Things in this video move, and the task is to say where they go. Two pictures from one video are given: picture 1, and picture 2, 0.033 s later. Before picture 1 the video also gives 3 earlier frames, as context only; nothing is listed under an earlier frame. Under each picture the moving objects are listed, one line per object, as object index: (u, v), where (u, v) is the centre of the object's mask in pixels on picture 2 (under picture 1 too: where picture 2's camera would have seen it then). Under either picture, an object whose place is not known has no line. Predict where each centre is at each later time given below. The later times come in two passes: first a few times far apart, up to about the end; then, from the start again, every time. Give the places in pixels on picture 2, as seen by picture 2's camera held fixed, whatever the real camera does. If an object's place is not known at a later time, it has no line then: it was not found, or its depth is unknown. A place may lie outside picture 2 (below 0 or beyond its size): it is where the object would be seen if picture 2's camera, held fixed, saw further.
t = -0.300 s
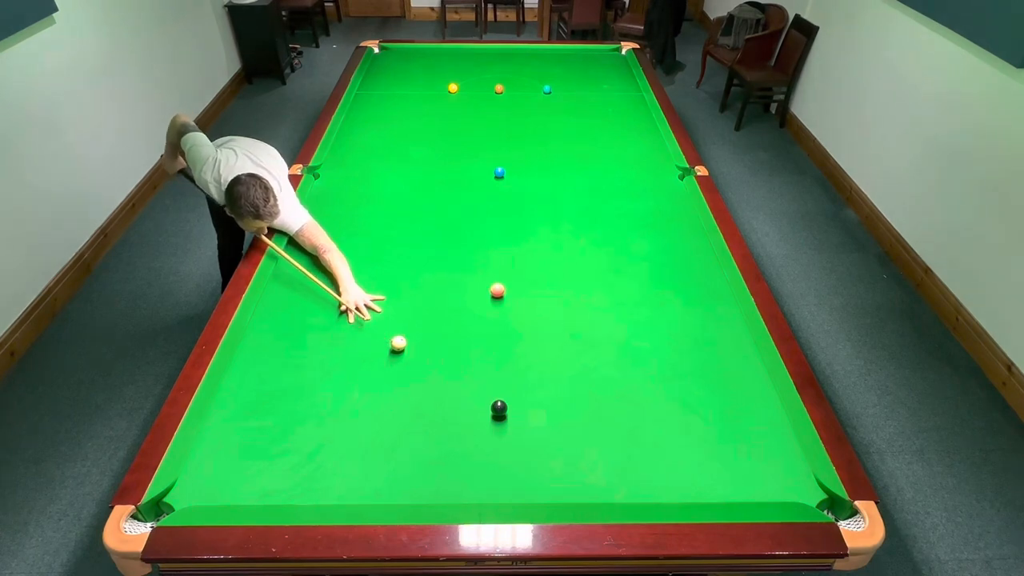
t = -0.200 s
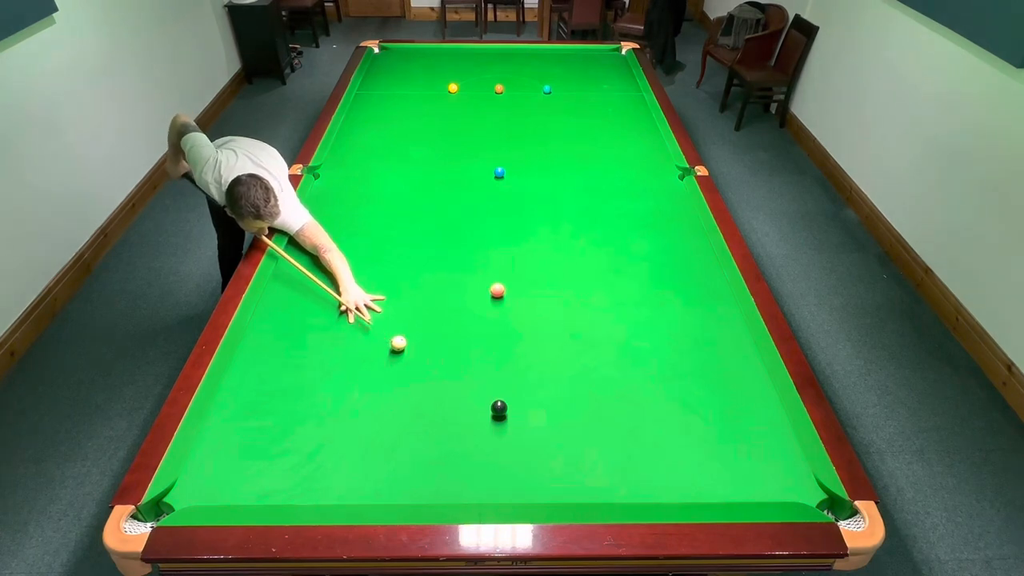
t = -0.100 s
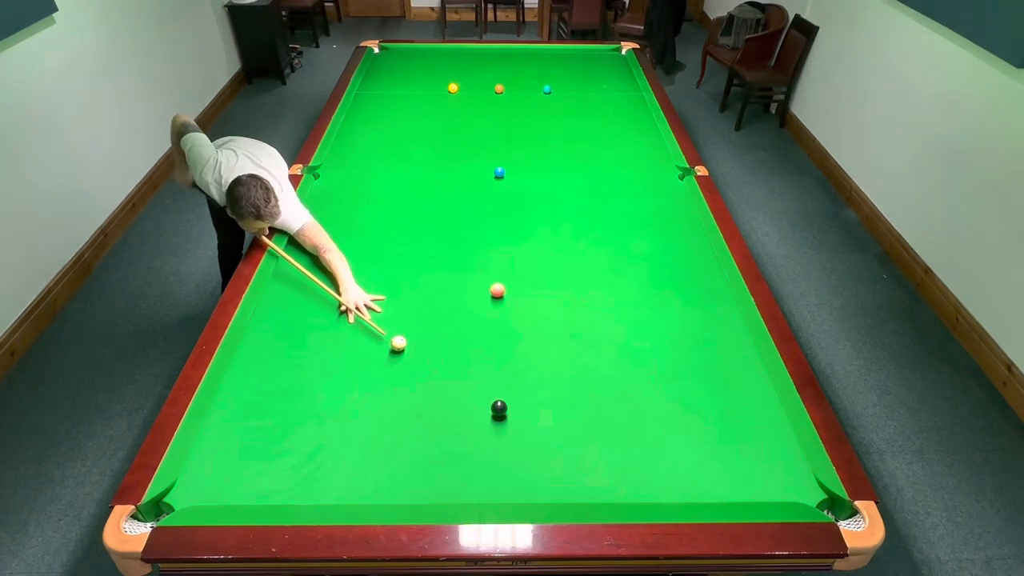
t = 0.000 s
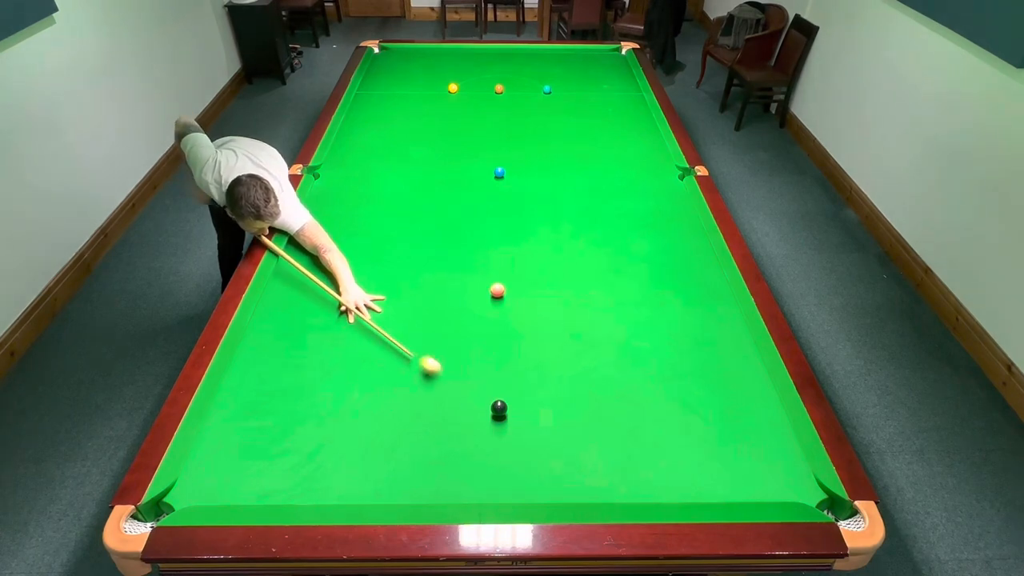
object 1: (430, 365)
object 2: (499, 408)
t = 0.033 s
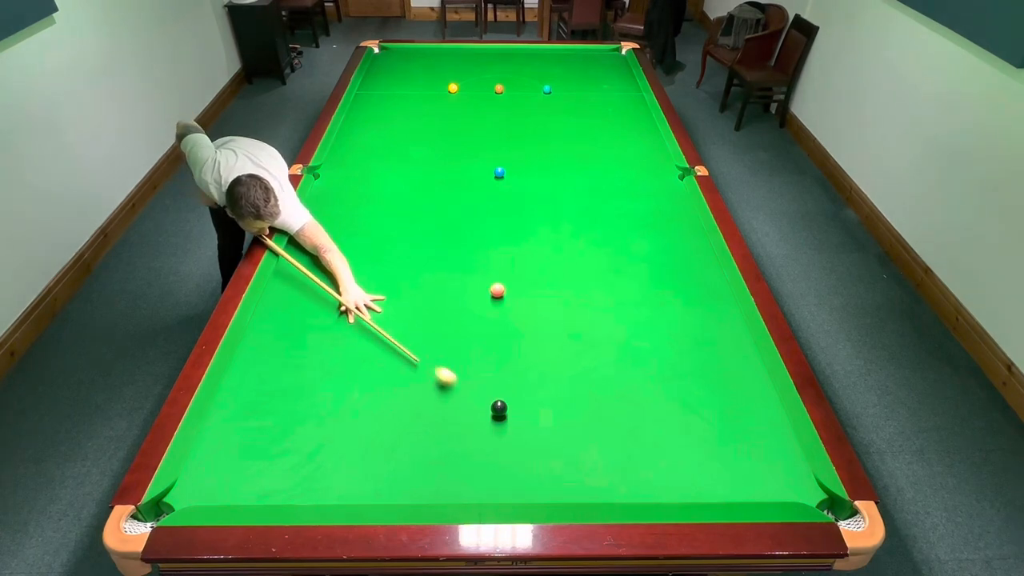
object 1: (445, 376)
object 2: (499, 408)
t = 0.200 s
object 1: (478, 420)
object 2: (541, 419)
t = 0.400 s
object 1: (469, 451)
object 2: (629, 442)
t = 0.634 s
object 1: (458, 489)
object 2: (725, 467)
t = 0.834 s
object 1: (448, 478)
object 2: (811, 490)
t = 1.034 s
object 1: (439, 460)
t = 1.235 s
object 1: (430, 443)
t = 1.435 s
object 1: (422, 428)
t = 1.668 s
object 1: (414, 412)
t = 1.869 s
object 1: (407, 400)
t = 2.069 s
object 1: (401, 389)
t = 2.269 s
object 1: (396, 379)
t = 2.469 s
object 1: (390, 370)
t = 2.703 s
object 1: (385, 360)
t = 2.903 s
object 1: (381, 354)
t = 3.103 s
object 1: (378, 347)
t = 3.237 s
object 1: (375, 344)
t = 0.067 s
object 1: (460, 387)
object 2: (499, 408)
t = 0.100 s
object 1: (476, 398)
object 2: (499, 408)
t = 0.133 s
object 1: (482, 408)
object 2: (508, 409)
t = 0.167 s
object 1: (480, 414)
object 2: (525, 414)
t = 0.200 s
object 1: (478, 420)
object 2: (541, 419)
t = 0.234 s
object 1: (477, 425)
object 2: (557, 423)
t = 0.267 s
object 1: (475, 430)
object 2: (572, 427)
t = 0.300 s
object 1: (474, 435)
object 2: (588, 431)
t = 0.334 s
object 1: (472, 440)
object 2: (602, 435)
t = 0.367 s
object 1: (471, 445)
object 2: (616, 438)
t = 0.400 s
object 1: (469, 451)
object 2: (629, 442)
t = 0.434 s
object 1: (468, 456)
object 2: (643, 446)
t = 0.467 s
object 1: (466, 462)
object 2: (656, 449)
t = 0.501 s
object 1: (464, 467)
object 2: (670, 453)
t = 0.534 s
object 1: (463, 473)
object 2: (683, 456)
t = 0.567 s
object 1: (461, 478)
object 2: (697, 460)
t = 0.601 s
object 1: (460, 484)
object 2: (711, 464)
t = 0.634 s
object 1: (458, 489)
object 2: (725, 467)
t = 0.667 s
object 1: (456, 494)
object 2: (739, 471)
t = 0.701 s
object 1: (454, 493)
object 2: (753, 475)
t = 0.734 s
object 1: (453, 489)
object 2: (768, 478)
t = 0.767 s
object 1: (451, 485)
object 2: (782, 482)
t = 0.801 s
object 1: (449, 482)
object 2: (796, 486)
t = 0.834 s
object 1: (448, 478)
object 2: (811, 490)
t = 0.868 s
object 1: (446, 475)
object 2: (821, 497)
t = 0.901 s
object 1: (444, 472)
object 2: (824, 505)
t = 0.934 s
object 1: (443, 469)
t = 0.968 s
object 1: (442, 466)
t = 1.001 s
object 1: (440, 463)
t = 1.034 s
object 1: (439, 460)
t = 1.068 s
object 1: (437, 457)
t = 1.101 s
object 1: (435, 454)
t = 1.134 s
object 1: (434, 451)
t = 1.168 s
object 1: (433, 448)
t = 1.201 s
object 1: (431, 446)
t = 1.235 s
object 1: (430, 443)
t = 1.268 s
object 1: (429, 440)
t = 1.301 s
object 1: (427, 438)
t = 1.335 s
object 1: (426, 435)
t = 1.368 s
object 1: (425, 433)
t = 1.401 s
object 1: (423, 430)
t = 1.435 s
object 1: (422, 428)
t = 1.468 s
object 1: (421, 425)
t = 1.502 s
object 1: (420, 423)
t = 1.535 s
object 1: (418, 421)
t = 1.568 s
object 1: (417, 419)
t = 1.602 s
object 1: (416, 416)
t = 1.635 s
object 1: (415, 414)
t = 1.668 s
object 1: (414, 412)
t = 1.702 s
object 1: (413, 410)
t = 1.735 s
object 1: (411, 408)
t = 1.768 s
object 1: (411, 406)
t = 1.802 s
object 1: (409, 404)
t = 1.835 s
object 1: (408, 402)
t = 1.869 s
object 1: (407, 400)
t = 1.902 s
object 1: (406, 398)
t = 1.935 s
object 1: (405, 396)
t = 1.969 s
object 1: (404, 394)
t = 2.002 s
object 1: (403, 392)
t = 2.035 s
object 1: (402, 390)
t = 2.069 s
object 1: (401, 389)
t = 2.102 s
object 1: (400, 387)
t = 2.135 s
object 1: (399, 386)
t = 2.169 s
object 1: (398, 384)
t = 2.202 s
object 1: (398, 382)
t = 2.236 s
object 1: (397, 380)
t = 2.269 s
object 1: (396, 379)
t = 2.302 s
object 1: (395, 377)
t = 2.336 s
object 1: (394, 376)
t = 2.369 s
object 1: (393, 375)
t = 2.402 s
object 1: (392, 373)
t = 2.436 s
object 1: (392, 371)
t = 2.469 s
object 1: (390, 370)
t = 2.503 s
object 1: (390, 368)
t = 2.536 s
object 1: (389, 367)
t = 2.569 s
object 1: (388, 366)
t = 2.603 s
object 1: (387, 364)
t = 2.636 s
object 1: (387, 363)
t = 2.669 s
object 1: (386, 362)
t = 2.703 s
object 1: (385, 360)
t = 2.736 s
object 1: (385, 359)
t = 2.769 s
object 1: (384, 358)
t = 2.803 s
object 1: (383, 357)
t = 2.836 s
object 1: (383, 356)
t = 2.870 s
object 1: (382, 355)
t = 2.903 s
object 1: (381, 354)
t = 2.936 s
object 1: (381, 353)
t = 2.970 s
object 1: (380, 351)
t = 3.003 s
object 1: (380, 350)
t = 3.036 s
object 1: (379, 349)
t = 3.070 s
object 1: (378, 348)
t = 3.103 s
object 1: (378, 347)
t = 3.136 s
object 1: (377, 346)
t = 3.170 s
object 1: (376, 345)
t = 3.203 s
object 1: (376, 344)
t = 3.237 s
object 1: (375, 344)
